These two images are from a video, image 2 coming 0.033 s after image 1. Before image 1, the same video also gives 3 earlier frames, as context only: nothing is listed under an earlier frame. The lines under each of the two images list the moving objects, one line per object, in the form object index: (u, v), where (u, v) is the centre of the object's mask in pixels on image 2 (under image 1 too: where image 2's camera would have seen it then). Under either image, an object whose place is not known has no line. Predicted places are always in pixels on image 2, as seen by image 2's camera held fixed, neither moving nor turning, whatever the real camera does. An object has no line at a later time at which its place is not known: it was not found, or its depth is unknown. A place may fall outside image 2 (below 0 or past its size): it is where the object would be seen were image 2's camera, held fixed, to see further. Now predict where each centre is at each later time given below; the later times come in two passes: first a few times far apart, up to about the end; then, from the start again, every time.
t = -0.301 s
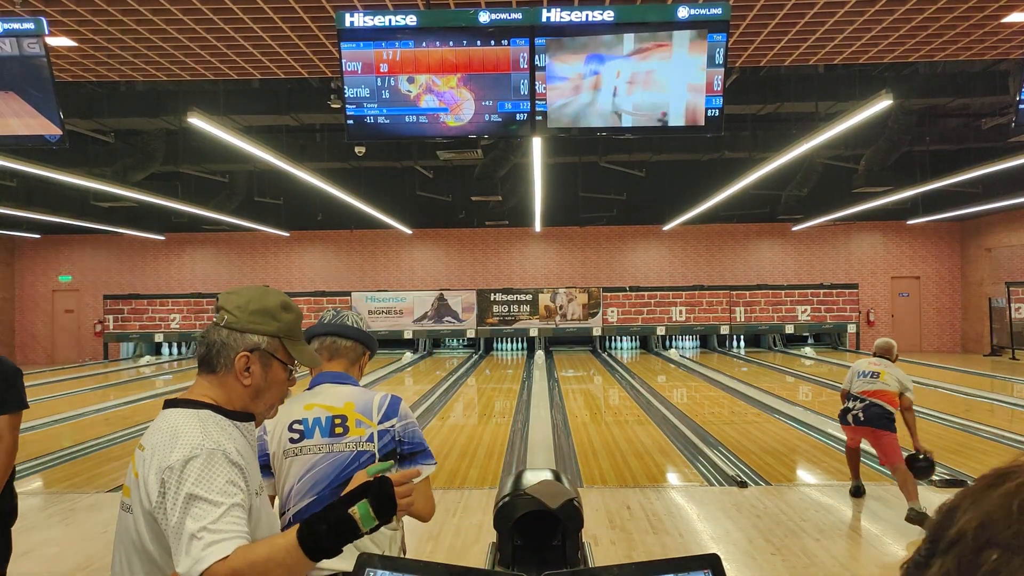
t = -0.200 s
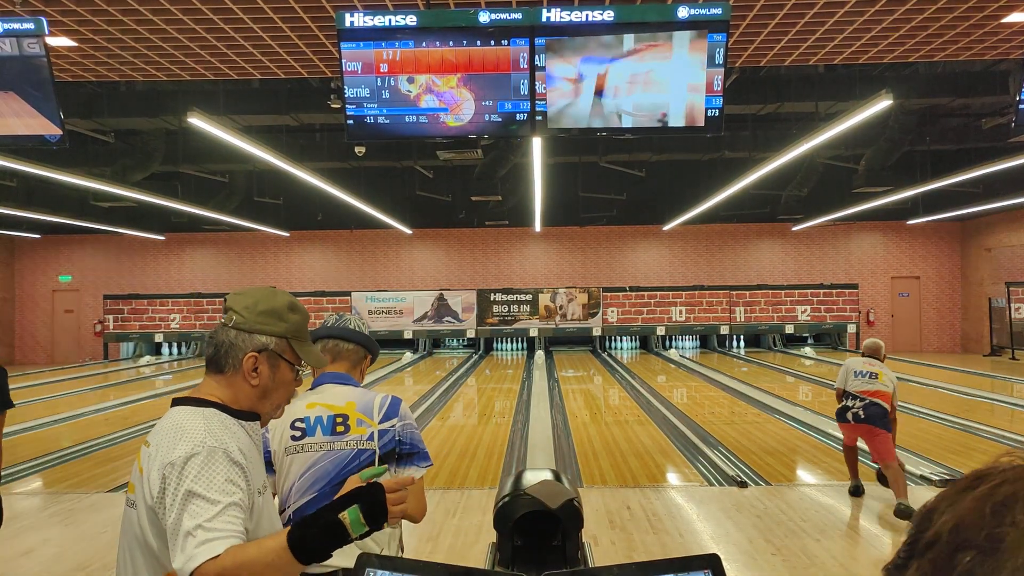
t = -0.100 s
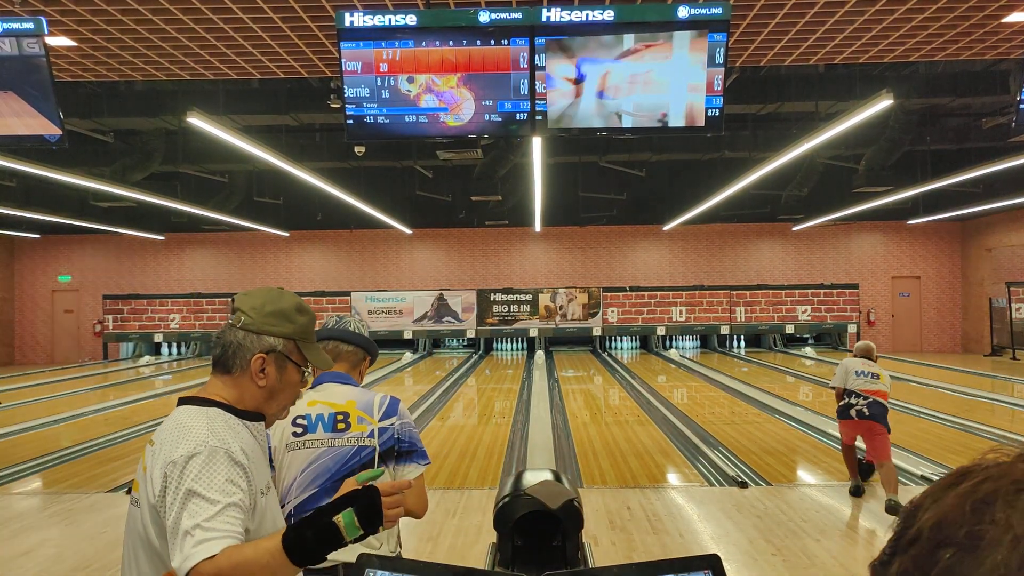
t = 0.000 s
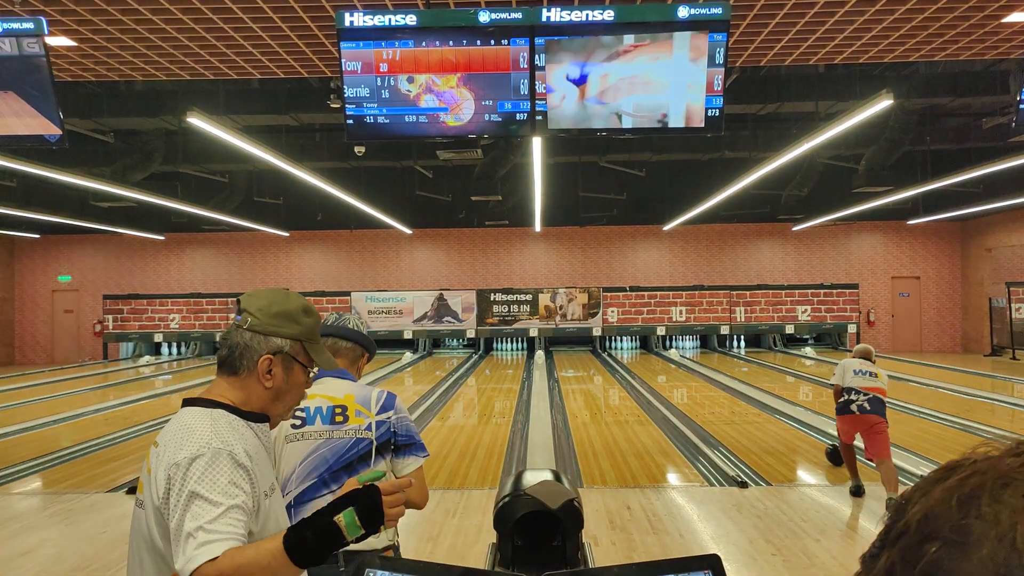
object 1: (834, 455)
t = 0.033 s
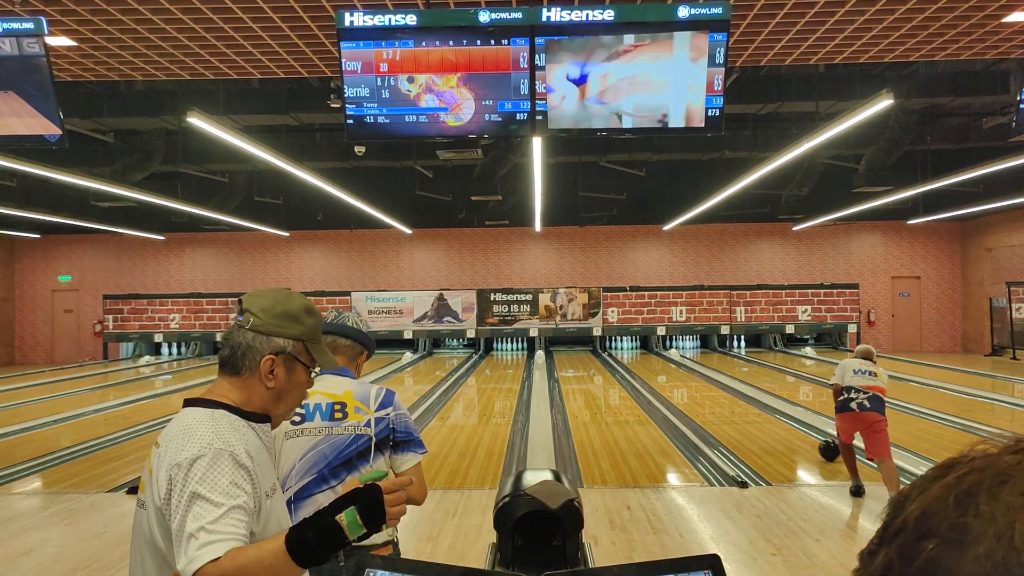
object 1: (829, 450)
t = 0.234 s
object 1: (793, 428)
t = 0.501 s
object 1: (756, 408)
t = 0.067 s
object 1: (823, 446)
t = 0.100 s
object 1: (816, 442)
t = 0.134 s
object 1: (809, 438)
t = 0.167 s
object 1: (804, 435)
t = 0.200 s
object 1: (798, 431)
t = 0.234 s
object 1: (793, 428)
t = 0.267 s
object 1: (787, 425)
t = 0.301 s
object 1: (782, 423)
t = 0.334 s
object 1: (777, 420)
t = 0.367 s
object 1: (773, 418)
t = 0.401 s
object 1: (768, 415)
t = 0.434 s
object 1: (764, 413)
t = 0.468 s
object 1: (760, 411)
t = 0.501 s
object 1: (756, 408)
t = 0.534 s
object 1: (752, 407)
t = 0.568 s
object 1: (749, 405)
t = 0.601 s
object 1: (745, 403)
